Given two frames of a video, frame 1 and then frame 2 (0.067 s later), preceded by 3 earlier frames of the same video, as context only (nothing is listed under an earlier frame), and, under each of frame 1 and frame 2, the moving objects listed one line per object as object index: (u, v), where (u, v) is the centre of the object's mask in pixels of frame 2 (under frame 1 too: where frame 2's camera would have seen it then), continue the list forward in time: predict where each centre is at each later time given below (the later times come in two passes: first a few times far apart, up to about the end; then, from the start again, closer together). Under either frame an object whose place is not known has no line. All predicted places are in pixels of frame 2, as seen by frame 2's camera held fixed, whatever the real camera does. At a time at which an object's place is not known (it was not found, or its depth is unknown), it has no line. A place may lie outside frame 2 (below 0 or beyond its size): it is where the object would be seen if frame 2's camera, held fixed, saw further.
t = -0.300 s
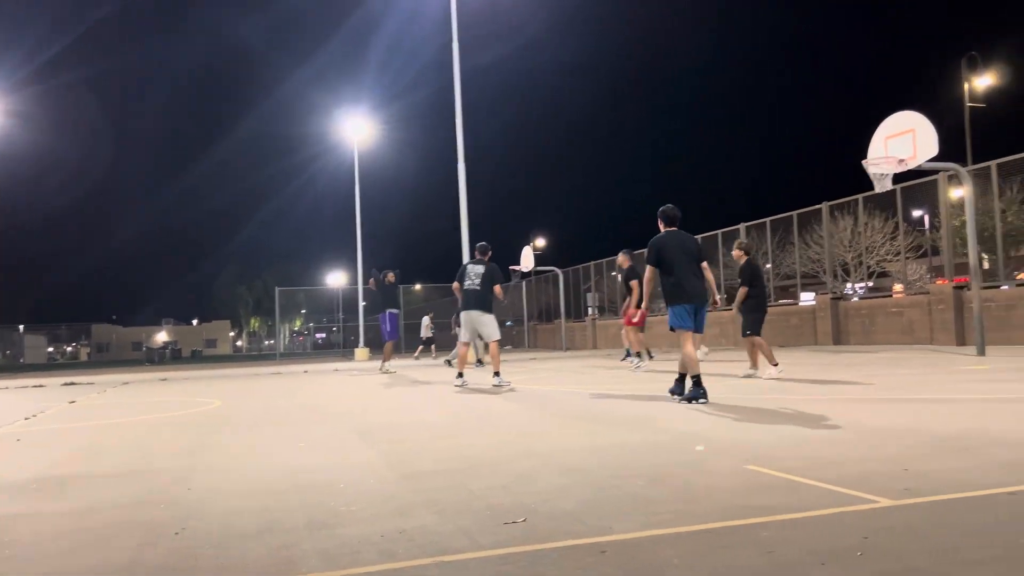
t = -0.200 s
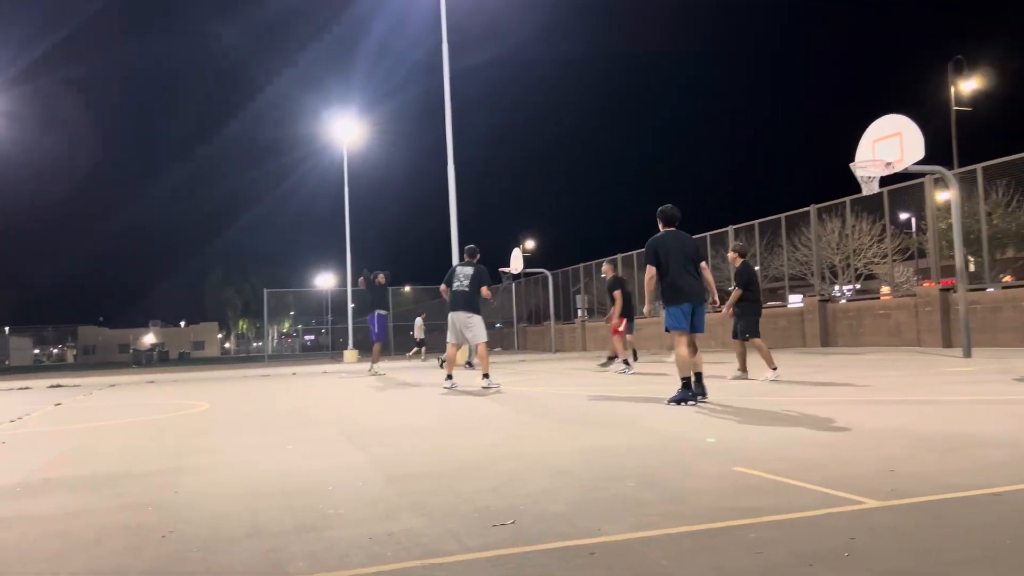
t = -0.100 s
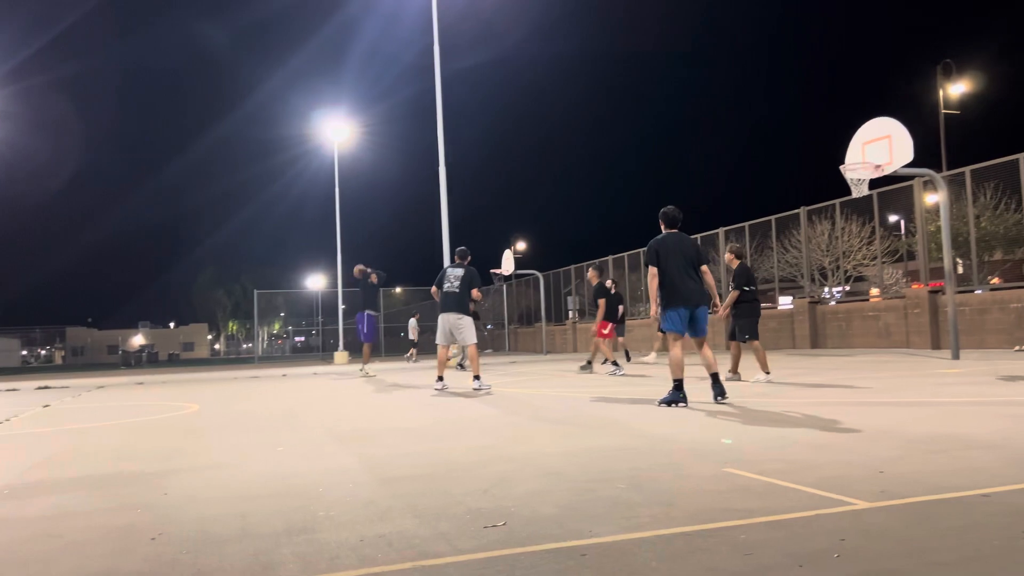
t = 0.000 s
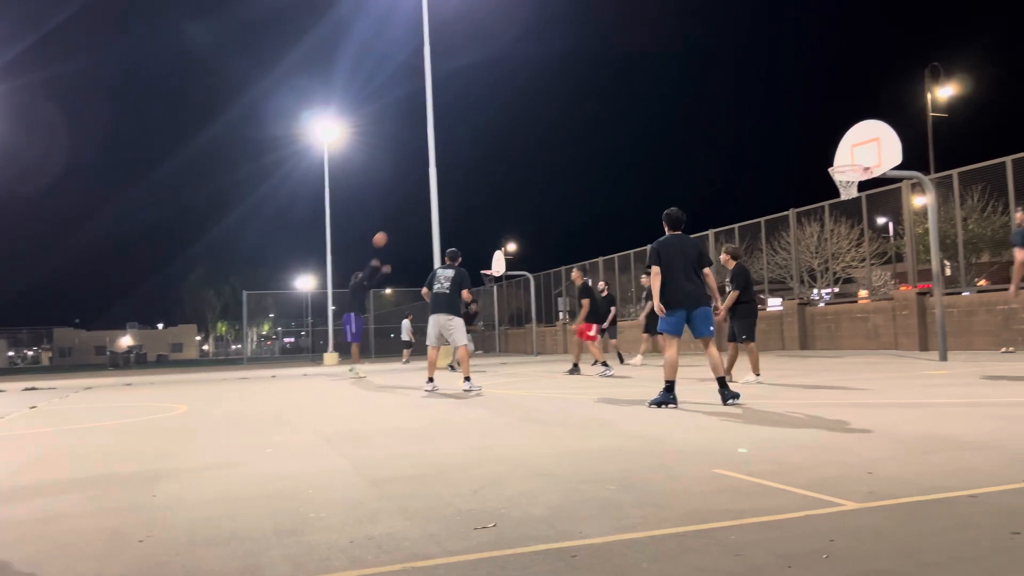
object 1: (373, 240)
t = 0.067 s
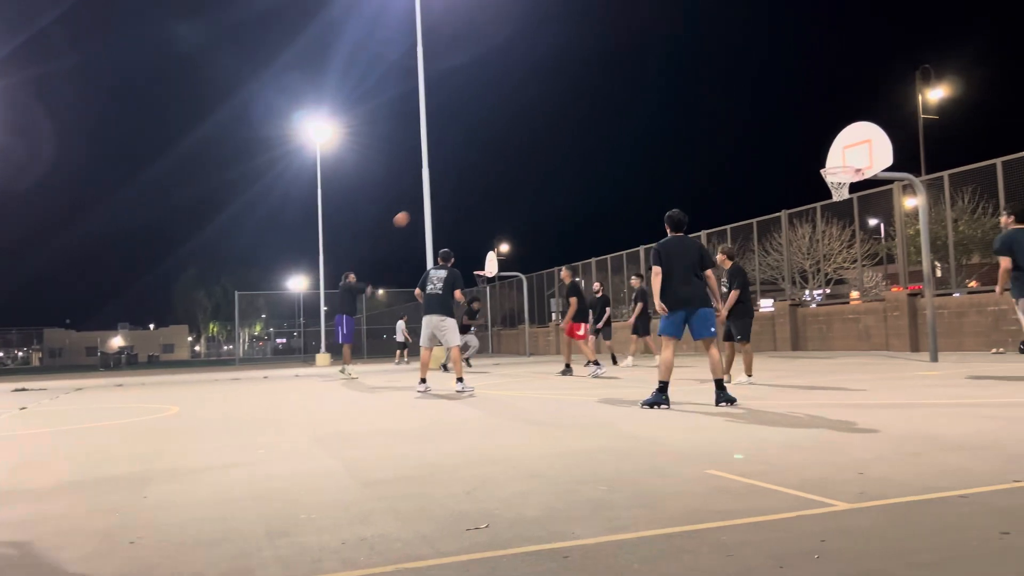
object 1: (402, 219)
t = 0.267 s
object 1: (494, 167)
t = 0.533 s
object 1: (634, 127)
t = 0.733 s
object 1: (759, 121)
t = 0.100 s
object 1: (416, 209)
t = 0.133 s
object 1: (433, 200)
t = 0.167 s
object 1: (447, 191)
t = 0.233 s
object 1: (478, 174)
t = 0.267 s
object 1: (494, 167)
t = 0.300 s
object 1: (510, 160)
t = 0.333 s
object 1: (527, 153)
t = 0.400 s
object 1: (561, 142)
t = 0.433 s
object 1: (579, 137)
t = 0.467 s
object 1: (597, 133)
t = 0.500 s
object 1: (616, 129)
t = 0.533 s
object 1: (634, 127)
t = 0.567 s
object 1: (654, 124)
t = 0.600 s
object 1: (674, 122)
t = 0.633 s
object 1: (694, 121)
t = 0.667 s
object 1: (715, 120)
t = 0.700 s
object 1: (737, 120)
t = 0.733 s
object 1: (759, 121)
